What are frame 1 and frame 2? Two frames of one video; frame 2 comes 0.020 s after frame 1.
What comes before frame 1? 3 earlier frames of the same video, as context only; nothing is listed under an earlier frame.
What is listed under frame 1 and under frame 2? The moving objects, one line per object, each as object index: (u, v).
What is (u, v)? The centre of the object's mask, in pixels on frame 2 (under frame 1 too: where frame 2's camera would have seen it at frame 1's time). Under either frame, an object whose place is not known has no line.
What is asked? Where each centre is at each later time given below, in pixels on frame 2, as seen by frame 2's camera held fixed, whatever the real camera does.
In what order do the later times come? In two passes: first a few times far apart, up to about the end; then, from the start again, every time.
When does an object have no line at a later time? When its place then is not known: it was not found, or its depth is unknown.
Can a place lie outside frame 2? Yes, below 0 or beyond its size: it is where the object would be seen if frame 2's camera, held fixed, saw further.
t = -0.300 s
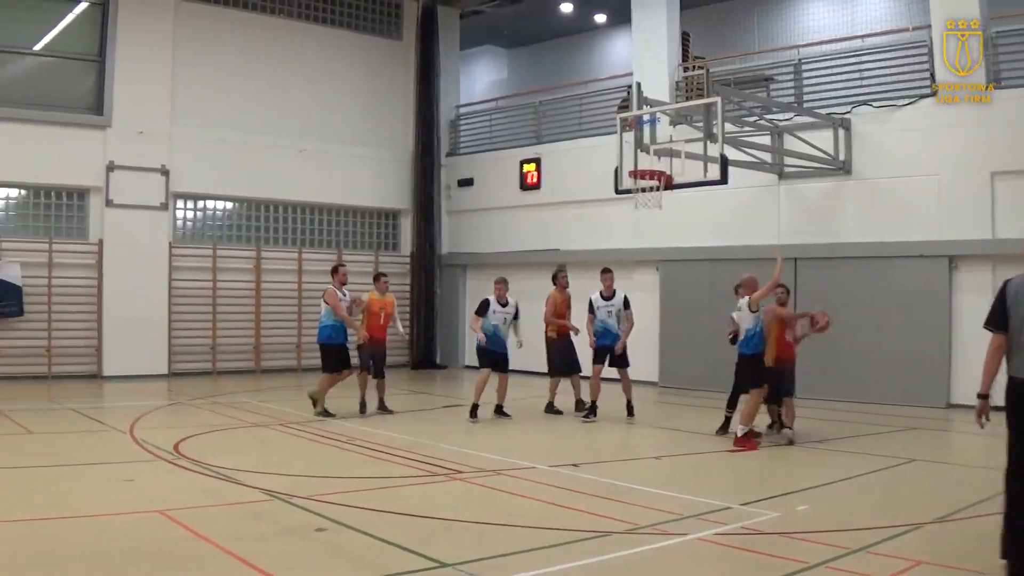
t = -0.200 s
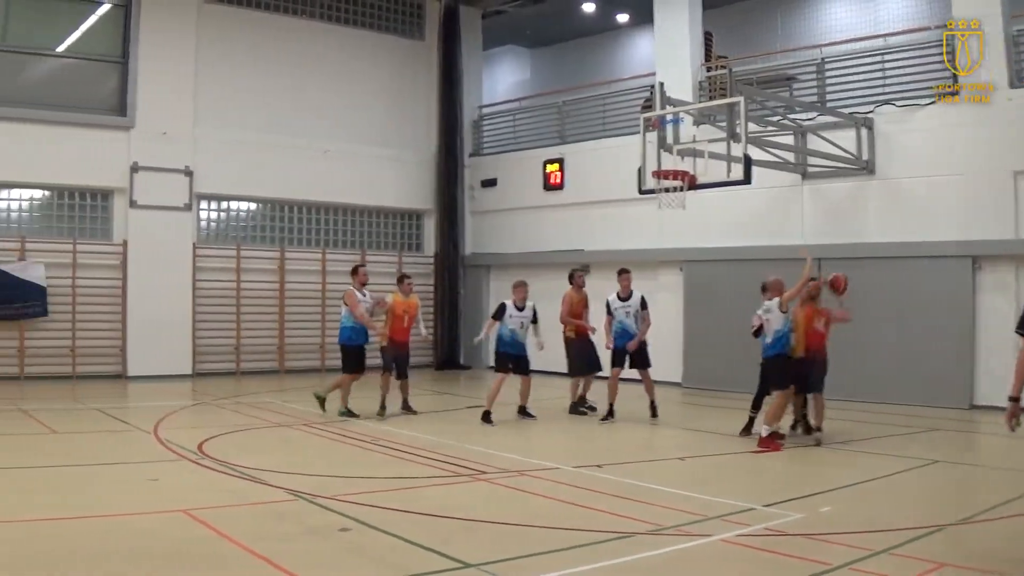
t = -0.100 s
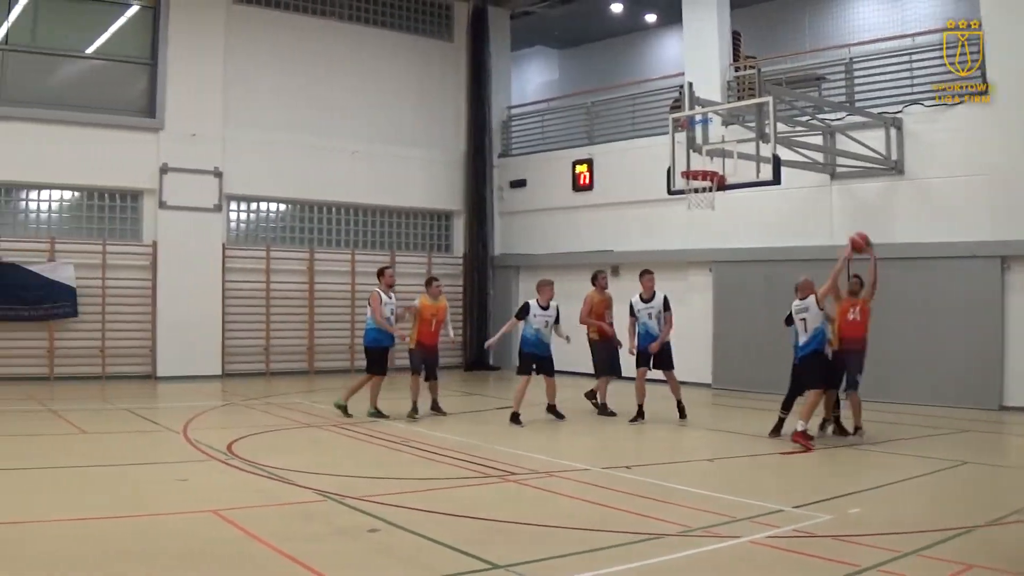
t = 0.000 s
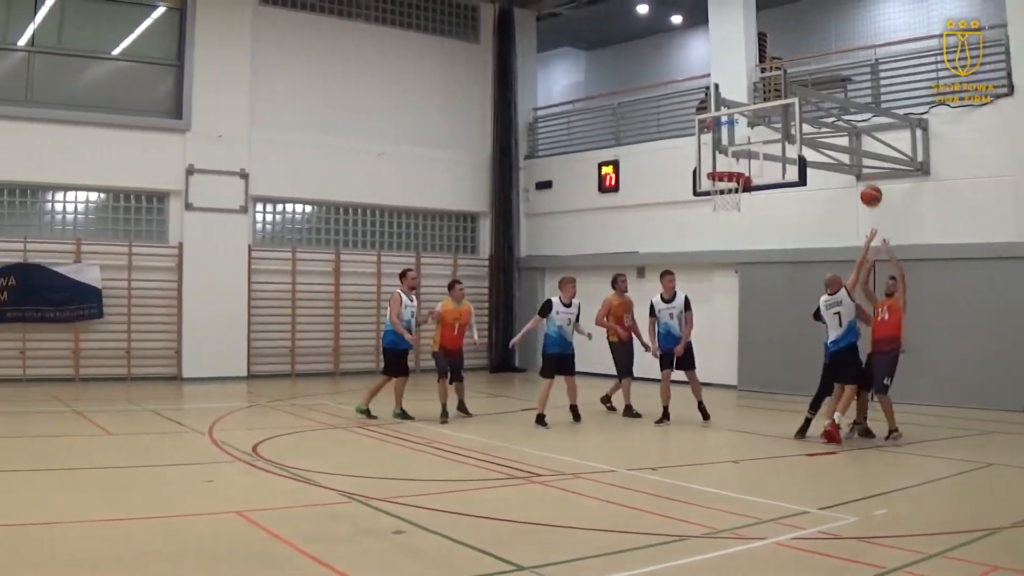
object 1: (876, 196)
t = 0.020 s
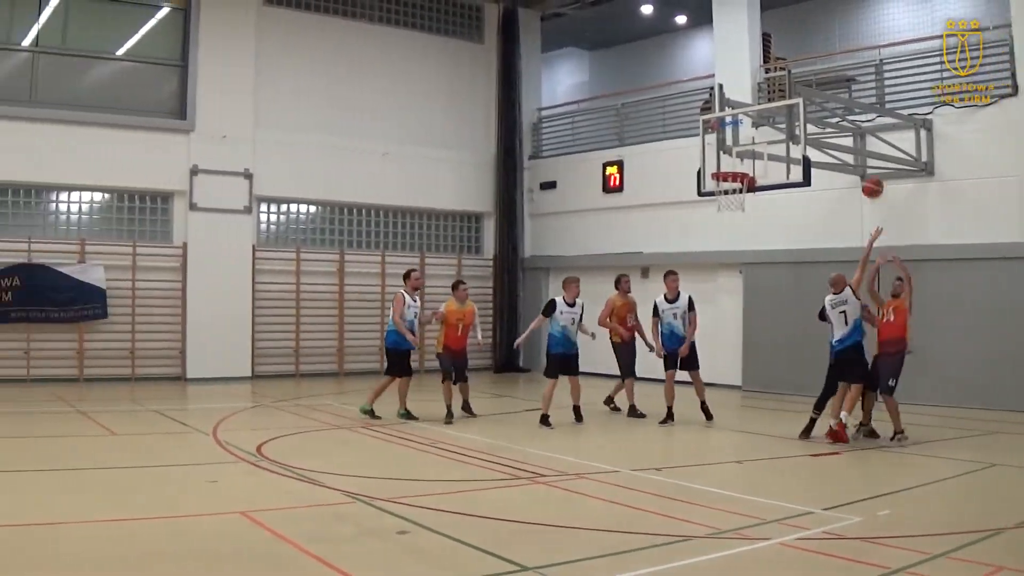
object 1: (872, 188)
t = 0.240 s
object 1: (832, 107)
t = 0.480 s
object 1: (784, 64)
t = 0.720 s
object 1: (725, 82)
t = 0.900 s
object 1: (668, 157)
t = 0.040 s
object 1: (868, 178)
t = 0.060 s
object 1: (865, 171)
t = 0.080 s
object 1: (861, 162)
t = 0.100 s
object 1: (857, 154)
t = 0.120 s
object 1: (854, 145)
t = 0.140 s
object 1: (850, 139)
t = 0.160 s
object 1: (847, 131)
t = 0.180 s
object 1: (843, 126)
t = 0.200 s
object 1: (839, 118)
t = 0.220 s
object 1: (836, 112)
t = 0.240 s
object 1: (832, 107)
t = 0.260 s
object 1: (829, 101)
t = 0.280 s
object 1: (824, 96)
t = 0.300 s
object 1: (820, 91)
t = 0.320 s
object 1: (816, 87)
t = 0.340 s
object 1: (812, 84)
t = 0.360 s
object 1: (809, 79)
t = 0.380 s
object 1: (805, 76)
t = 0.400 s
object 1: (801, 73)
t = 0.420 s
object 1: (797, 71)
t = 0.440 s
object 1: (793, 67)
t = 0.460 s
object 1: (788, 66)
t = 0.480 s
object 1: (784, 64)
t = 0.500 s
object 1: (779, 62)
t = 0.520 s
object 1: (776, 62)
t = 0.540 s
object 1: (771, 62)
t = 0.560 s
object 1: (766, 62)
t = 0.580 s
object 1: (761, 63)
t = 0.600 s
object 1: (757, 64)
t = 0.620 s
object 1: (751, 65)
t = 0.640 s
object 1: (747, 68)
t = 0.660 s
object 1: (741, 71)
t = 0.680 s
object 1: (736, 74)
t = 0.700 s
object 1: (730, 78)
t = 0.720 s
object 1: (725, 82)
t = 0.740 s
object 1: (720, 87)
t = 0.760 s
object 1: (714, 93)
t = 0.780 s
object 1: (707, 101)
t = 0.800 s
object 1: (701, 108)
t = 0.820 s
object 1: (696, 116)
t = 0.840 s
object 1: (690, 124)
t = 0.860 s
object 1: (682, 135)
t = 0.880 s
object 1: (675, 146)
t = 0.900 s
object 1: (668, 157)
